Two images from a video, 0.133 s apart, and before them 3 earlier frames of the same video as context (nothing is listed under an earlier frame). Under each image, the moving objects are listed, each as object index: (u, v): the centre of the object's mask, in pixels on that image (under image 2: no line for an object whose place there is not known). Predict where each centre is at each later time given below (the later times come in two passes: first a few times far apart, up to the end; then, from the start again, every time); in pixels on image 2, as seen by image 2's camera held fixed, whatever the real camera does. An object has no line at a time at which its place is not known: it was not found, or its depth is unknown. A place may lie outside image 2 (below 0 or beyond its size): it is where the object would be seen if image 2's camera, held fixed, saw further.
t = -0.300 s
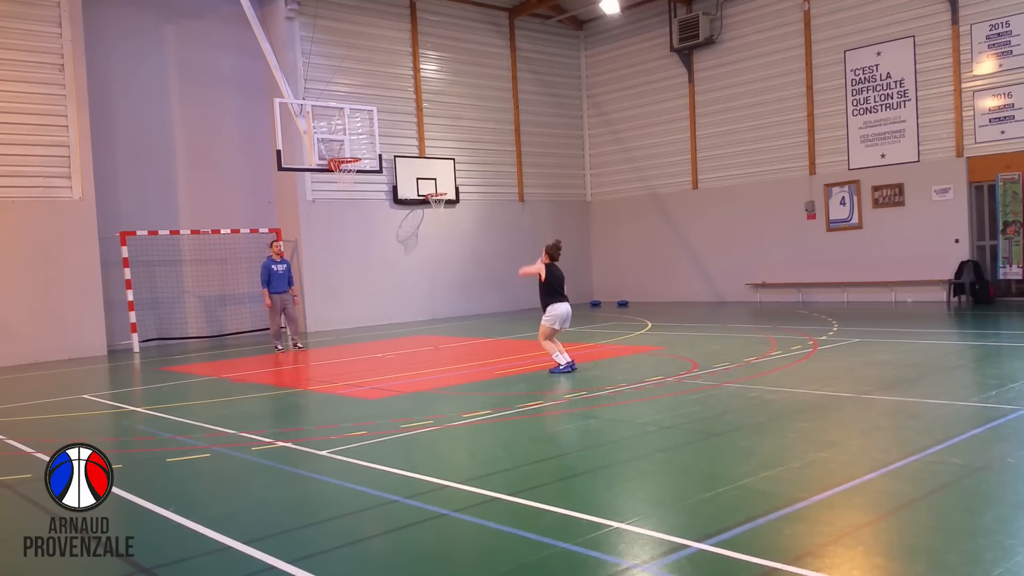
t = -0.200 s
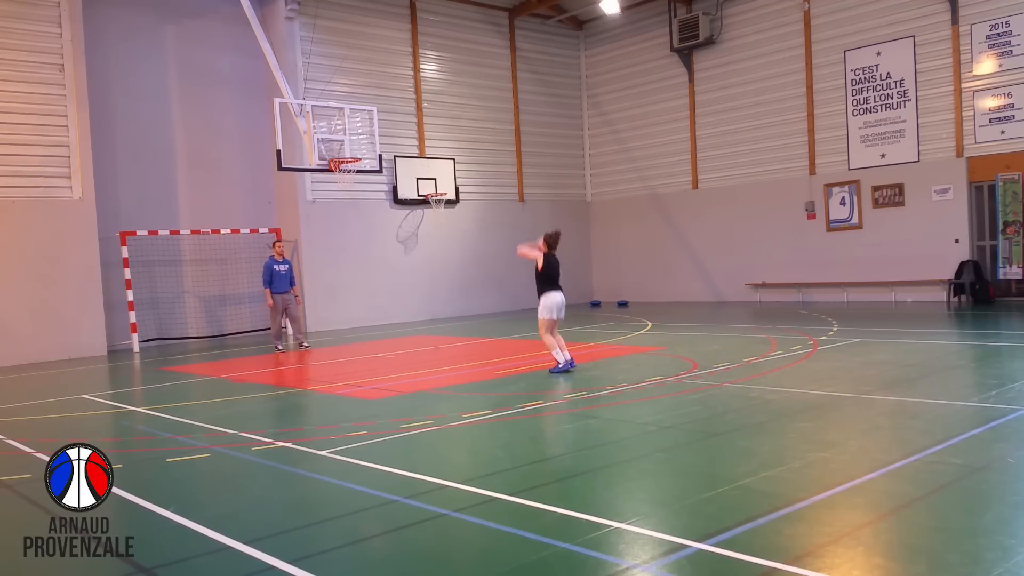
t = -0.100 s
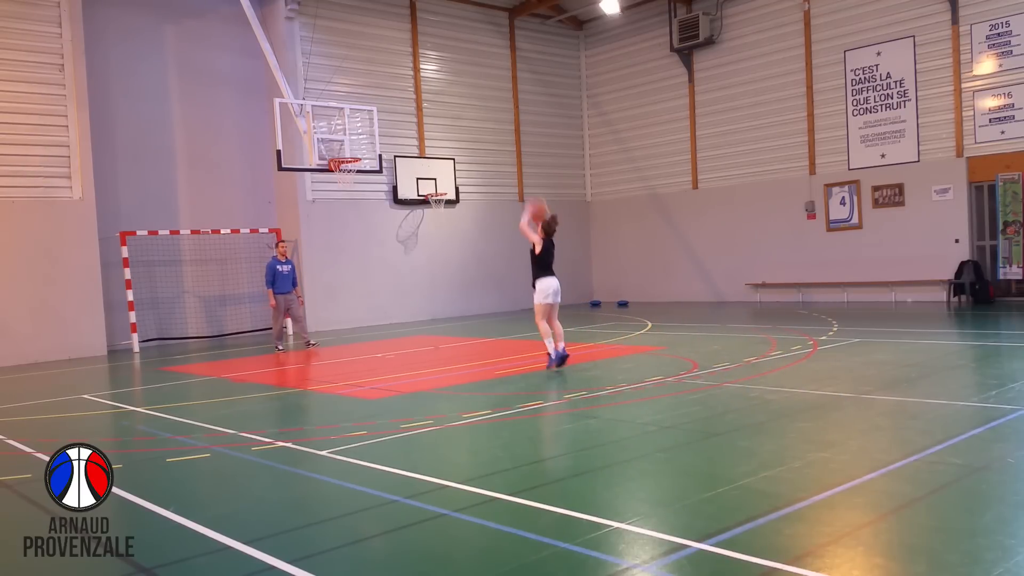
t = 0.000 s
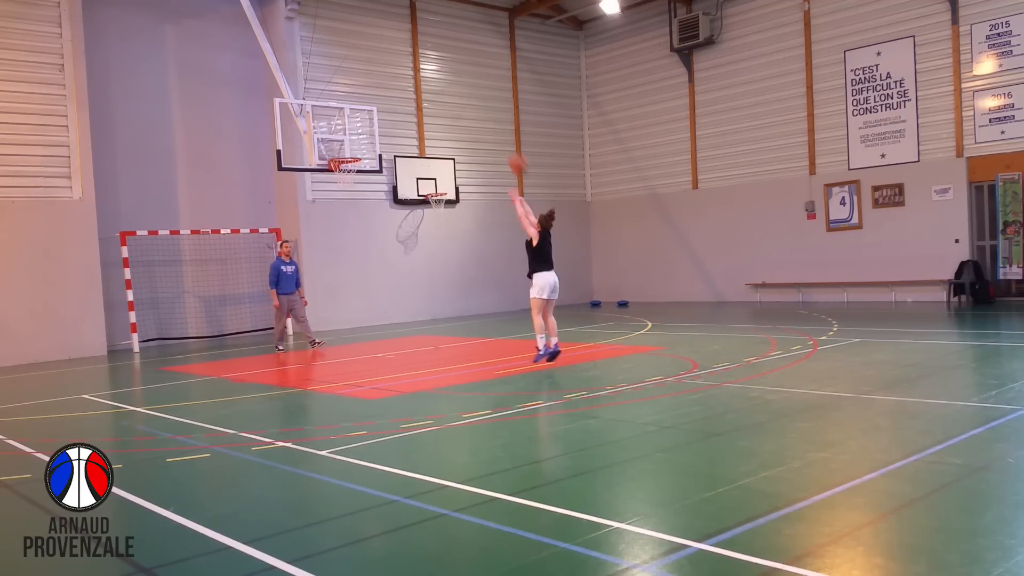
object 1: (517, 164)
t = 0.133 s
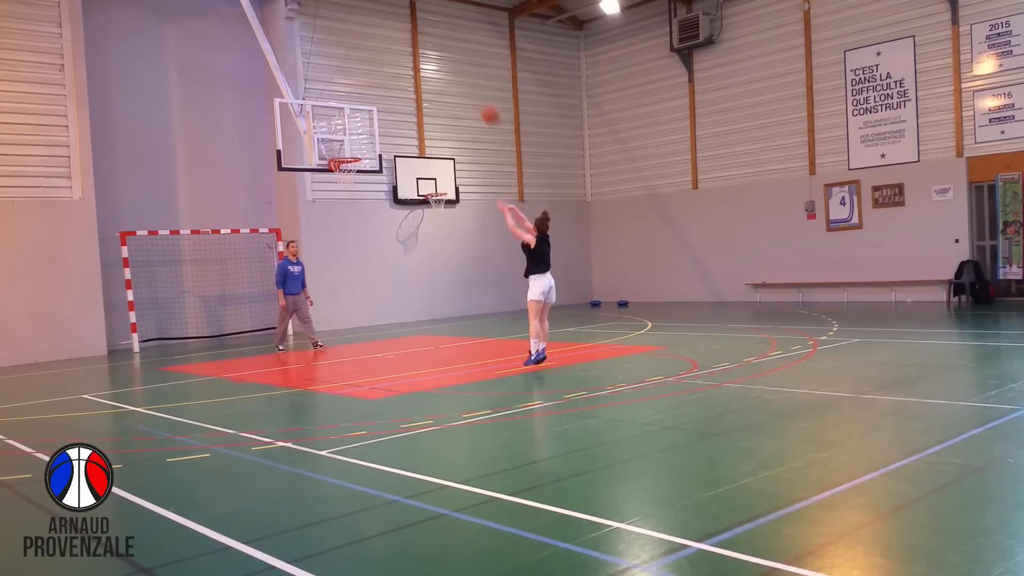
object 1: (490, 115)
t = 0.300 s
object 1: (459, 76)
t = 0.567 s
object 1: (416, 59)
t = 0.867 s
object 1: (379, 98)
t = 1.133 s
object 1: (359, 141)
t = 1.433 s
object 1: (360, 133)
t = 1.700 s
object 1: (365, 173)
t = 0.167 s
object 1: (484, 105)
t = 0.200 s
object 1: (477, 96)
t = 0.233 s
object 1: (470, 88)
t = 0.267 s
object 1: (464, 82)
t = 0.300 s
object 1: (459, 76)
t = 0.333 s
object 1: (453, 71)
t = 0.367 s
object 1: (447, 67)
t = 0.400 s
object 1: (442, 63)
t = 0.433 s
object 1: (436, 60)
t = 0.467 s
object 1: (431, 59)
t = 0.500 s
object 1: (425, 58)
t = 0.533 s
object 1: (421, 58)
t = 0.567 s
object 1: (416, 59)
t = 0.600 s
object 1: (411, 60)
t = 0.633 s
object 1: (407, 62)
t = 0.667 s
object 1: (403, 65)
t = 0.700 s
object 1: (398, 69)
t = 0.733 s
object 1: (394, 74)
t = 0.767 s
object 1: (390, 79)
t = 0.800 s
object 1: (386, 85)
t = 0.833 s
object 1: (382, 91)
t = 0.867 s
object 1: (379, 98)
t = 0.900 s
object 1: (375, 106)
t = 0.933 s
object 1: (372, 115)
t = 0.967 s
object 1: (368, 123)
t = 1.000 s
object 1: (365, 133)
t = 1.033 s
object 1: (361, 143)
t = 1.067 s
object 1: (359, 150)
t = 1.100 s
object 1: (359, 146)
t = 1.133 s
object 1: (359, 141)
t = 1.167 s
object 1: (359, 137)
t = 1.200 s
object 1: (359, 134)
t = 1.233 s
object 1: (359, 132)
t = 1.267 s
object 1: (359, 131)
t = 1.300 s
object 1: (359, 130)
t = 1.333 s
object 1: (359, 130)
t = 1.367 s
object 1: (359, 130)
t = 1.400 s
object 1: (360, 131)
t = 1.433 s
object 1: (360, 133)
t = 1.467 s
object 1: (361, 136)
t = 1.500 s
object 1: (361, 139)
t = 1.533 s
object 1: (362, 143)
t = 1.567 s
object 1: (362, 148)
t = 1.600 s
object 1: (363, 153)
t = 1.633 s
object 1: (364, 159)
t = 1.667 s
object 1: (364, 166)
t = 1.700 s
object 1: (365, 173)
